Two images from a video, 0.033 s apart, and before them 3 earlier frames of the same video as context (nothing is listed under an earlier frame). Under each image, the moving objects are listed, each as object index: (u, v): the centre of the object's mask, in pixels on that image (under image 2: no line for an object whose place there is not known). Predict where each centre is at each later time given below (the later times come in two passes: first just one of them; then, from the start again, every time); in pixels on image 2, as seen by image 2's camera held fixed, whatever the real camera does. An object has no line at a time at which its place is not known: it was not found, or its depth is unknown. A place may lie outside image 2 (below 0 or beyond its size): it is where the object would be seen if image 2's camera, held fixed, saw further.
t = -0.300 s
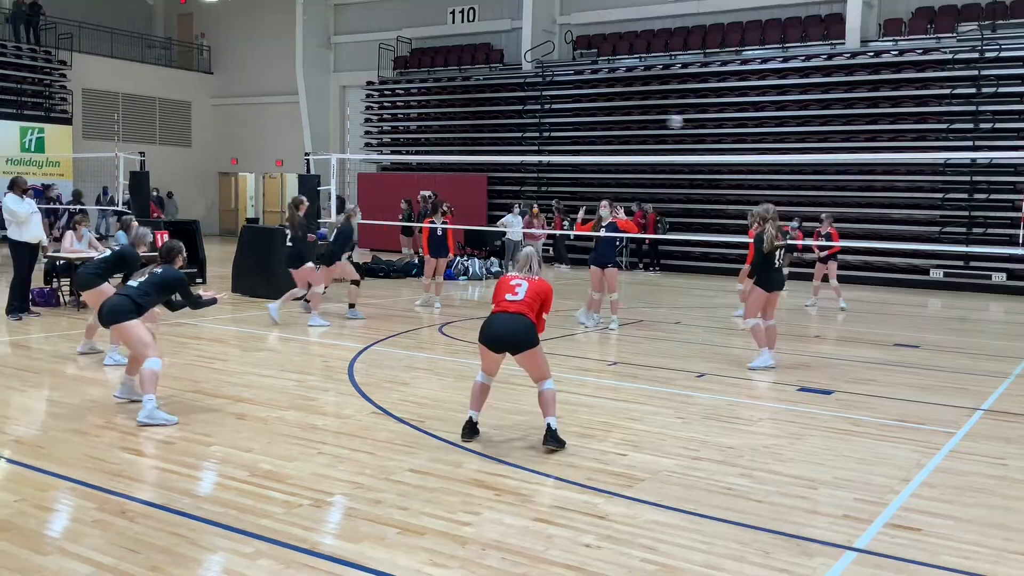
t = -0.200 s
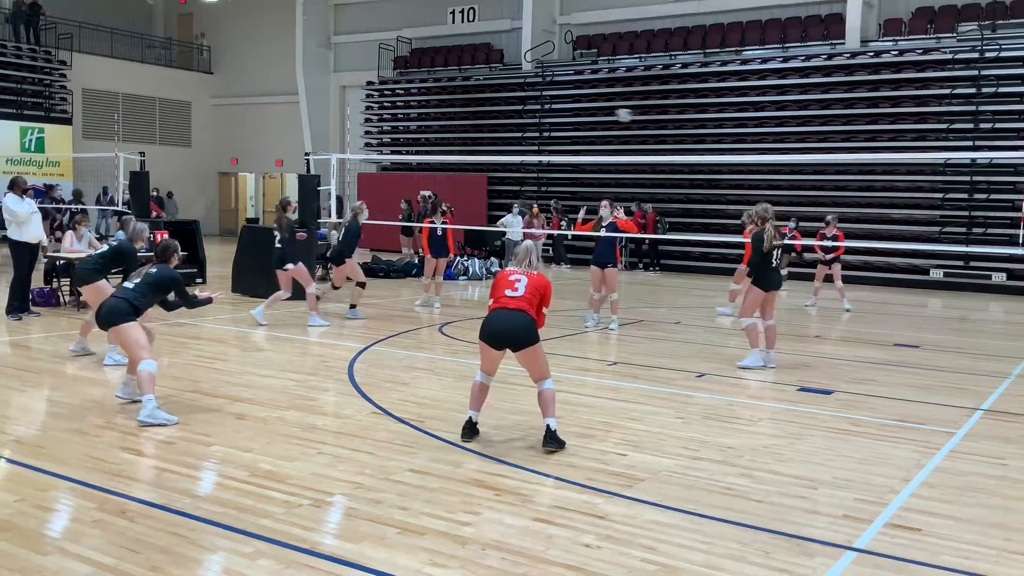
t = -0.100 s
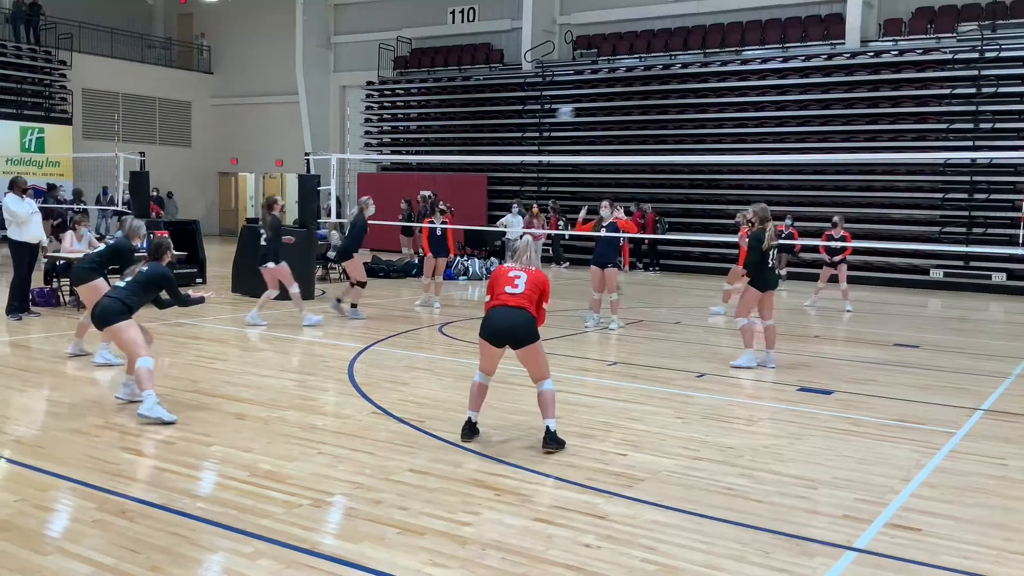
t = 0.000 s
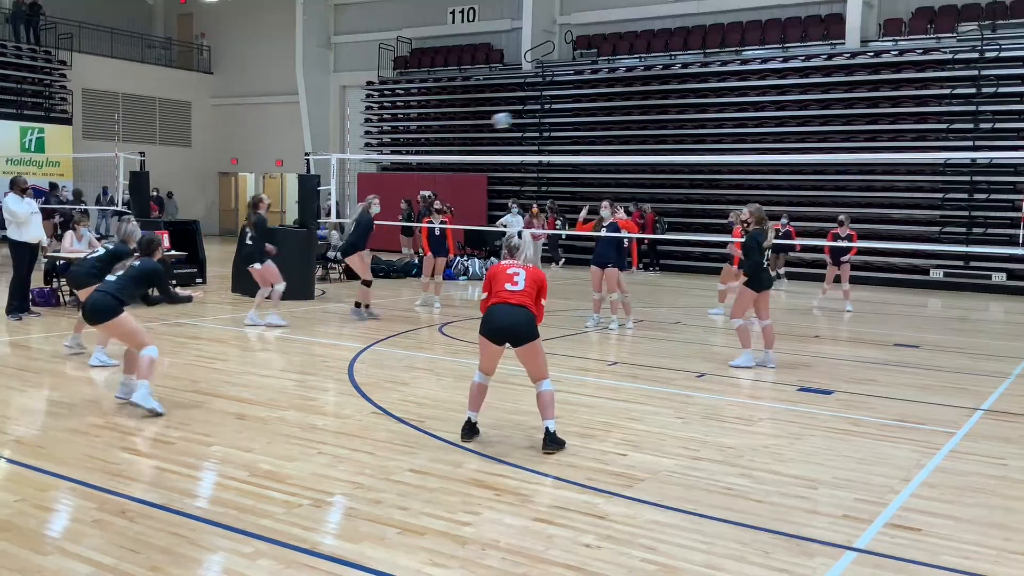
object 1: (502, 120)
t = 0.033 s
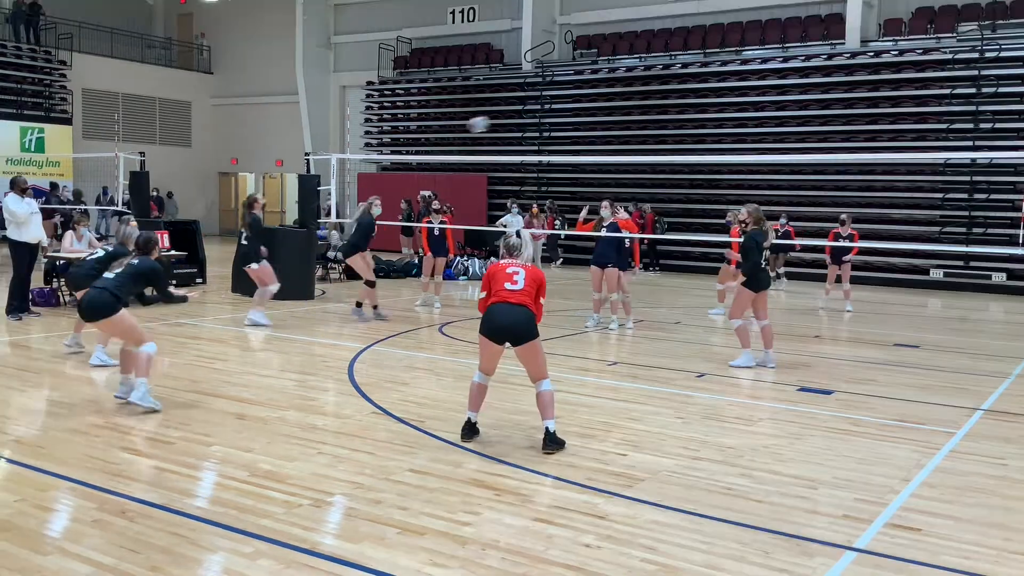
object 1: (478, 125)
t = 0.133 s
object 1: (404, 142)
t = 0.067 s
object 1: (454, 129)
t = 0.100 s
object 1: (429, 135)
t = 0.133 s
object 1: (404, 142)
